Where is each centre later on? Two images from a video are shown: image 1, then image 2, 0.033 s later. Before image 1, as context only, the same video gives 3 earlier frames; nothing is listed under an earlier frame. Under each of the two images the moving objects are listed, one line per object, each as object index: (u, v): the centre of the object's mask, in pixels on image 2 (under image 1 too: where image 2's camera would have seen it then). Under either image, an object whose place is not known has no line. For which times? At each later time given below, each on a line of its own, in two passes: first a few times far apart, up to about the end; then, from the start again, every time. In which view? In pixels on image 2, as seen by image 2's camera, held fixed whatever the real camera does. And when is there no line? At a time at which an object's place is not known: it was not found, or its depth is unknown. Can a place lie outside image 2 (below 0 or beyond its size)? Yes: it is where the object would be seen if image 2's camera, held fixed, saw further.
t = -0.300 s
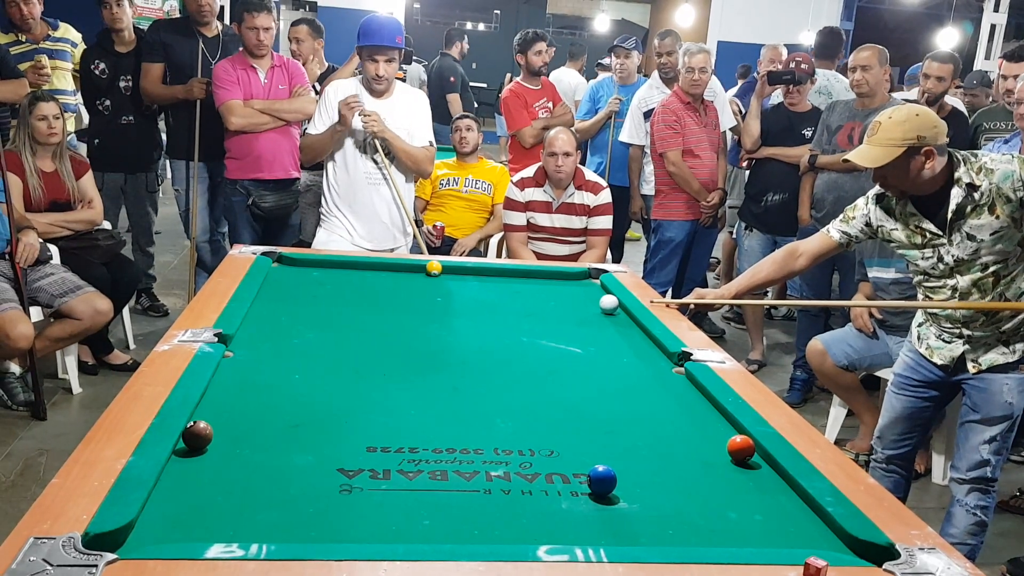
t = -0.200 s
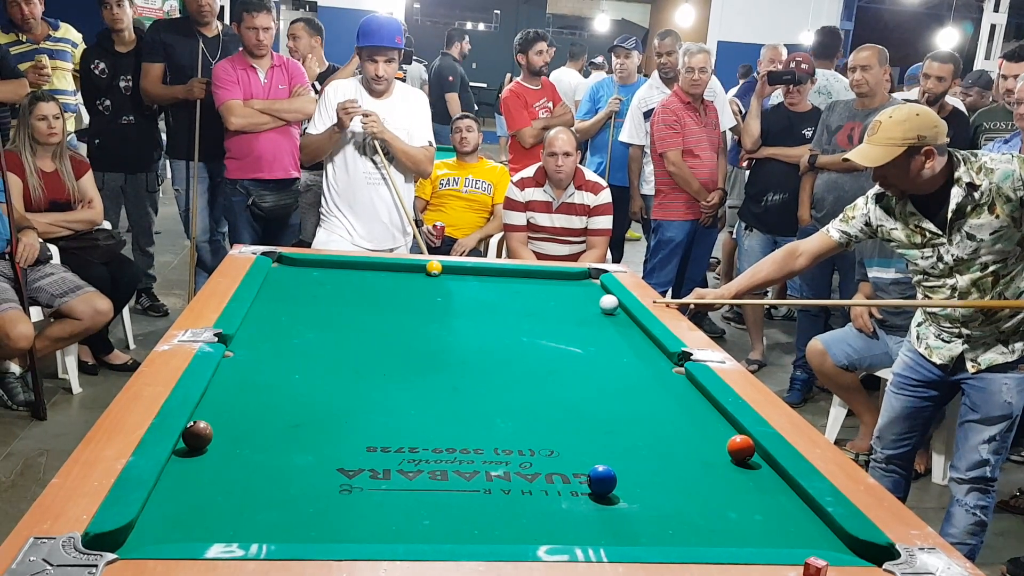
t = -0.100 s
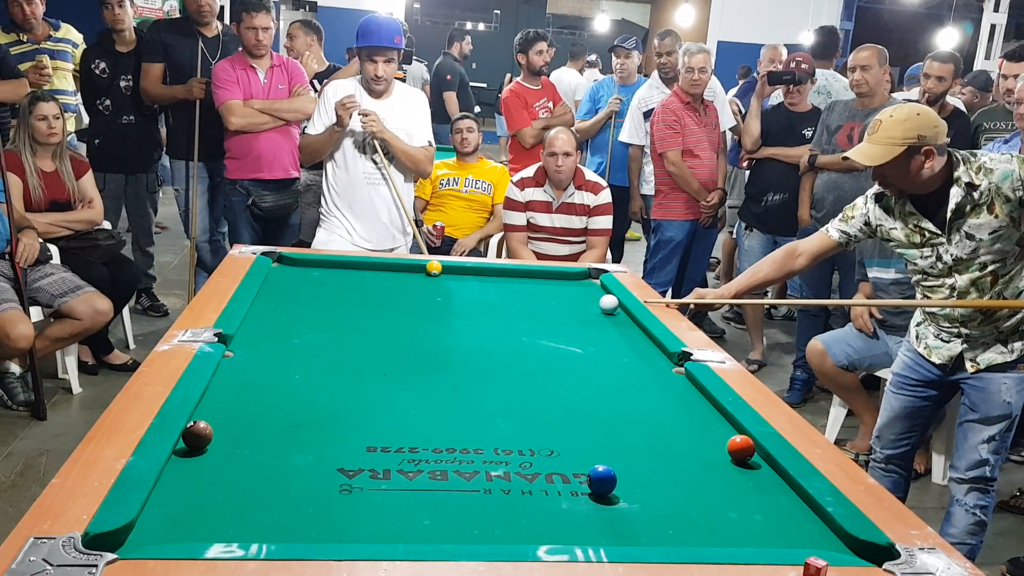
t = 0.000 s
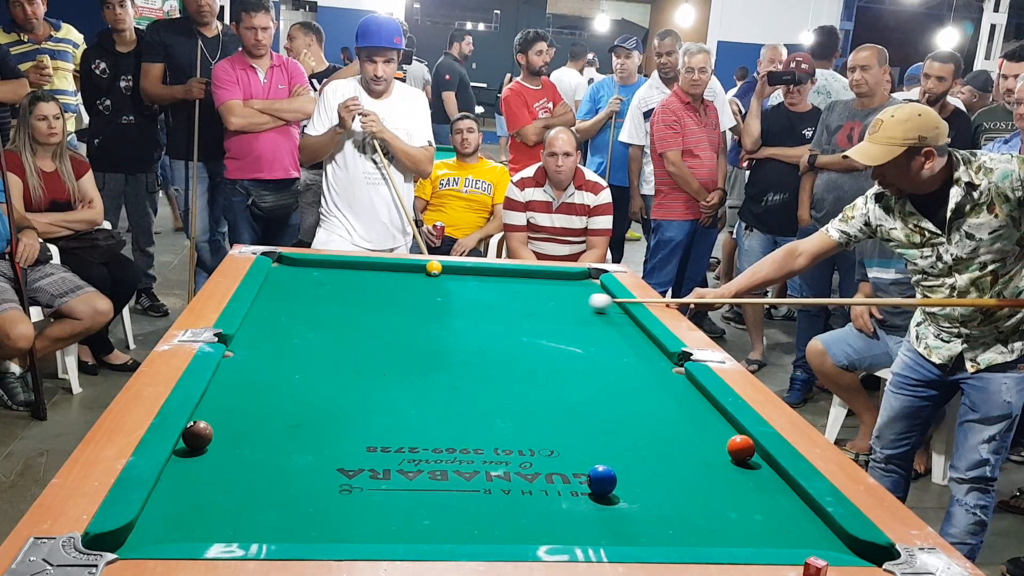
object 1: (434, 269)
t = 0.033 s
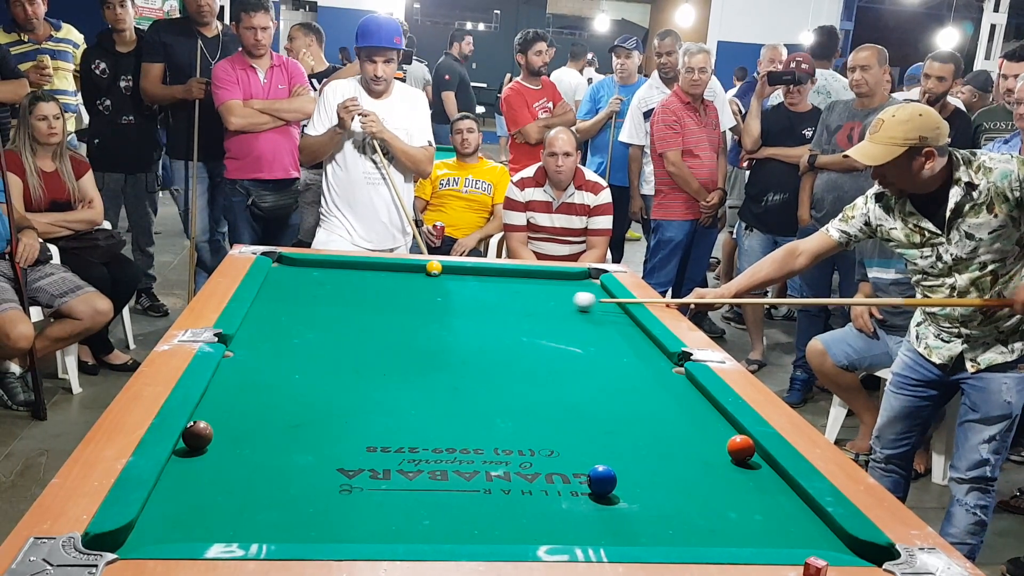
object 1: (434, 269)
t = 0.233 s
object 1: (434, 268)
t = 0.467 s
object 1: (434, 268)
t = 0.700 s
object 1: (434, 268)
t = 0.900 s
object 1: (434, 268)
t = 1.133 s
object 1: (434, 268)
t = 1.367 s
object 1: (434, 268)
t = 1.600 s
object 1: (457, 271)
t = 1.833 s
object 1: (479, 273)
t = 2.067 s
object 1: (499, 276)
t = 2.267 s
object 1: (515, 278)
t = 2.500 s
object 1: (531, 280)
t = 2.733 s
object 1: (546, 282)
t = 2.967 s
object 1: (559, 284)
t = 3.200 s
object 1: (569, 285)
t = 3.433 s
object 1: (577, 286)
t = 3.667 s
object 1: (583, 287)
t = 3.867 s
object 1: (587, 288)
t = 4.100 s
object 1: (589, 288)
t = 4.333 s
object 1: (589, 288)
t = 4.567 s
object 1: (589, 288)
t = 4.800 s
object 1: (589, 288)
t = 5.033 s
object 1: (589, 288)
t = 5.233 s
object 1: (589, 288)
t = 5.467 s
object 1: (589, 288)
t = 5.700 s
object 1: (589, 288)
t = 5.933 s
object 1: (589, 288)
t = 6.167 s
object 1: (589, 287)
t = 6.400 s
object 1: (589, 288)
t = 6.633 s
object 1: (589, 288)
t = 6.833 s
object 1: (589, 288)
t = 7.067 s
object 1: (589, 288)
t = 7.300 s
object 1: (588, 287)
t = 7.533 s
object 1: (588, 287)
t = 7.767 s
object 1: (589, 287)
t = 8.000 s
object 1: (589, 287)
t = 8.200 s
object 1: (588, 288)
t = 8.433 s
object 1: (588, 287)
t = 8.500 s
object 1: (588, 287)
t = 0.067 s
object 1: (434, 268)
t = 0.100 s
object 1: (434, 268)
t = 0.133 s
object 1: (434, 268)
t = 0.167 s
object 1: (434, 268)
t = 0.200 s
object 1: (434, 268)
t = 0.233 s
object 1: (434, 268)
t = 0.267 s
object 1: (434, 268)
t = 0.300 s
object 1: (434, 268)
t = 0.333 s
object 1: (434, 268)
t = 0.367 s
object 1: (434, 268)
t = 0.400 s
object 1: (434, 268)
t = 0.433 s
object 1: (434, 268)
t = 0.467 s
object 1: (434, 268)
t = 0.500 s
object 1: (434, 268)
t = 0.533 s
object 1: (434, 268)
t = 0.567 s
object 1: (434, 268)
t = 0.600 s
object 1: (434, 268)
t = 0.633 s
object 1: (434, 268)
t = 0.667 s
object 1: (434, 268)
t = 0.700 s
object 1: (434, 268)
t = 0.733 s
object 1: (434, 268)
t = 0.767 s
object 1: (434, 268)
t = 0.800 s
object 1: (434, 268)
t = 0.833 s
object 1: (434, 268)
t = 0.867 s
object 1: (434, 268)
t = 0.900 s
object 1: (434, 268)
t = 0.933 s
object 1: (434, 268)
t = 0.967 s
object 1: (434, 268)
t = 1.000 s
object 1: (434, 268)
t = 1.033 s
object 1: (434, 268)
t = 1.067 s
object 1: (434, 268)
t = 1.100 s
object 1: (434, 268)
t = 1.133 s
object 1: (434, 268)
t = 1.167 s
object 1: (434, 268)
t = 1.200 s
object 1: (434, 268)
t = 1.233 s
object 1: (434, 268)
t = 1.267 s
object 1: (434, 268)
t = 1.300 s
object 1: (434, 268)
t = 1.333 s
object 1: (433, 268)
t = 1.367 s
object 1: (434, 268)
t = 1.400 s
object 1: (434, 268)
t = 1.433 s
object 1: (438, 268)
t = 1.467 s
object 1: (443, 269)
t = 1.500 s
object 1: (447, 269)
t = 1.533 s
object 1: (450, 270)
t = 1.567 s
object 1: (454, 270)
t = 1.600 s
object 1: (457, 271)
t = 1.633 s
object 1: (460, 271)
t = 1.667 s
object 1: (464, 271)
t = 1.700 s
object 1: (467, 272)
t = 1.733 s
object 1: (470, 272)
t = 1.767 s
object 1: (473, 273)
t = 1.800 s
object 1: (476, 273)
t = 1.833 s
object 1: (479, 273)
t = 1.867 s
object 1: (482, 274)
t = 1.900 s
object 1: (485, 274)
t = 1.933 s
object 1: (488, 274)
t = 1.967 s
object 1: (491, 275)
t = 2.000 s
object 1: (493, 275)
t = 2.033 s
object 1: (496, 276)
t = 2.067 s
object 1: (499, 276)
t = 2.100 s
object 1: (502, 276)
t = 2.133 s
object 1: (505, 277)
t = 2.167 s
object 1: (507, 277)
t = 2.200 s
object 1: (510, 277)
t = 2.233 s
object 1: (512, 278)
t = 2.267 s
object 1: (515, 278)
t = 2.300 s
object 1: (517, 278)
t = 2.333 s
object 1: (520, 279)
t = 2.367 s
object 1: (522, 279)
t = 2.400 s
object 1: (525, 279)
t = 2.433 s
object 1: (527, 279)
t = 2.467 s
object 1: (529, 280)
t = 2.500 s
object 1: (531, 280)
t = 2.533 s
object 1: (534, 280)
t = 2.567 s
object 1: (536, 281)
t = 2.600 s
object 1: (538, 281)
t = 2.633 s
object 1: (540, 281)
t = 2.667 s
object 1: (542, 282)
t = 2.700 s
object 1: (544, 282)
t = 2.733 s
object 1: (546, 282)
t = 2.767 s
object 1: (548, 282)
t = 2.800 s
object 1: (550, 283)
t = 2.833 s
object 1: (552, 283)
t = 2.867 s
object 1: (554, 283)
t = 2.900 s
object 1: (555, 283)
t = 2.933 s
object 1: (557, 284)
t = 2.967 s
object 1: (559, 284)
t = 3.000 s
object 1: (560, 284)
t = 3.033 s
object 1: (562, 284)
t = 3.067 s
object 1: (564, 284)
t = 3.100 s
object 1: (565, 285)
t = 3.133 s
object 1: (566, 285)
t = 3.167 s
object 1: (568, 285)
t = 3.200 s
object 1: (569, 285)
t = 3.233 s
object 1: (570, 285)
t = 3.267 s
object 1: (572, 285)
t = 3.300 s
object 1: (573, 286)
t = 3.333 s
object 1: (574, 286)
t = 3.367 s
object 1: (575, 286)
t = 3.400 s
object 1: (576, 286)
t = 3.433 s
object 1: (577, 286)
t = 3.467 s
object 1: (578, 287)
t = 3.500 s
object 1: (579, 287)
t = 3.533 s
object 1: (580, 287)
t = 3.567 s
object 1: (581, 287)
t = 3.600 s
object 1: (582, 287)
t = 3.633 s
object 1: (583, 287)
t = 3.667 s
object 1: (583, 287)
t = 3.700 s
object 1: (584, 287)
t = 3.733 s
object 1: (585, 287)
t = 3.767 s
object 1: (585, 287)
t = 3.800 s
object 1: (586, 287)
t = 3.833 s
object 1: (586, 287)
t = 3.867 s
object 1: (587, 288)
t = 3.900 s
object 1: (587, 288)
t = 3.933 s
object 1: (588, 288)
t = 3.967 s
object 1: (588, 288)
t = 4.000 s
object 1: (588, 288)
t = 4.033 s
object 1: (589, 288)
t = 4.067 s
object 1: (589, 288)
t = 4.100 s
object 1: (589, 288)
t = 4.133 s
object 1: (589, 288)
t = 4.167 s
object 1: (589, 288)
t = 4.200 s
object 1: (589, 288)
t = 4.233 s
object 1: (589, 288)
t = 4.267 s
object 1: (589, 288)
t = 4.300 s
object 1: (589, 288)
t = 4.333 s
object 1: (589, 288)
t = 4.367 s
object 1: (589, 288)
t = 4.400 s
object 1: (589, 288)
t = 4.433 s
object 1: (589, 288)
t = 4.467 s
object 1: (589, 288)
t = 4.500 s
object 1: (589, 288)
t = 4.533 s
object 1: (589, 288)
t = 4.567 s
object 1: (589, 288)
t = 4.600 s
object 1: (589, 288)
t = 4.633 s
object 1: (589, 288)
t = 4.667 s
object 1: (589, 288)
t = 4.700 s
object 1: (589, 288)
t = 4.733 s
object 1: (589, 288)
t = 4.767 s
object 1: (589, 288)
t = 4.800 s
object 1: (589, 288)
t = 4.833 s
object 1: (589, 288)
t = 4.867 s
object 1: (589, 288)
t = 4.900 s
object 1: (589, 288)
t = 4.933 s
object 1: (589, 288)
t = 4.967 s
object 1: (589, 288)
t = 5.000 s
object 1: (589, 288)
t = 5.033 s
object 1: (589, 288)
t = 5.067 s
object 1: (589, 288)
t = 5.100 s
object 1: (589, 288)
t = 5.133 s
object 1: (589, 288)
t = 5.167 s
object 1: (589, 288)
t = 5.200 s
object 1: (589, 288)
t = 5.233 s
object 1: (589, 288)
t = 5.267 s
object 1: (589, 288)
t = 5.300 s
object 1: (589, 288)
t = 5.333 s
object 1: (589, 288)
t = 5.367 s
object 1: (589, 288)
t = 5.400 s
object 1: (589, 288)
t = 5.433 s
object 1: (589, 288)
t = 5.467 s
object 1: (589, 288)
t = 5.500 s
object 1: (589, 288)
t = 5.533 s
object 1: (589, 288)
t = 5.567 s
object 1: (589, 288)
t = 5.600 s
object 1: (589, 288)
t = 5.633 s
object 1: (589, 288)
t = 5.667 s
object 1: (589, 288)
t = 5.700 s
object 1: (589, 288)
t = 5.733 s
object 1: (589, 288)
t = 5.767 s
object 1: (589, 288)
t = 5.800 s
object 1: (589, 288)
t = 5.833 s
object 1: (589, 288)
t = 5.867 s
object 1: (589, 288)
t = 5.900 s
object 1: (589, 288)
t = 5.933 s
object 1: (589, 288)
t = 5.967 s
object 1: (589, 288)
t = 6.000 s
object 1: (589, 288)
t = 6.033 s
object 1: (589, 288)
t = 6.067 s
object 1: (589, 288)
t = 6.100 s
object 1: (589, 288)
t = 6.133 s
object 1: (588, 286)
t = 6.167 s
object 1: (589, 287)
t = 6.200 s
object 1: (589, 288)
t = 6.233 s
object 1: (589, 288)
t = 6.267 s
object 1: (589, 288)
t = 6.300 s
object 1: (589, 288)
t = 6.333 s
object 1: (589, 288)
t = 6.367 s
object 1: (589, 288)
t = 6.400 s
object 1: (589, 288)
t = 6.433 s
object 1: (589, 288)
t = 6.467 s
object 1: (589, 288)
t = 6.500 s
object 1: (589, 288)
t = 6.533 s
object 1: (589, 288)
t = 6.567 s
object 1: (589, 288)
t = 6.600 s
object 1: (589, 288)
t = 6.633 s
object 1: (589, 288)
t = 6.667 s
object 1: (589, 288)
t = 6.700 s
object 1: (589, 288)
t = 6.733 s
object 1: (589, 288)
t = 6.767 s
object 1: (589, 288)
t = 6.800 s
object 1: (589, 288)
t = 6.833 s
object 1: (589, 288)
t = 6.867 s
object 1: (589, 288)
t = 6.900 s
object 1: (589, 288)
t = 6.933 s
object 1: (589, 288)
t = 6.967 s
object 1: (589, 288)
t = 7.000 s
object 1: (589, 288)
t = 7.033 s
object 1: (589, 288)
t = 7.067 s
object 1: (589, 288)
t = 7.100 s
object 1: (589, 287)
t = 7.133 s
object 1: (588, 287)
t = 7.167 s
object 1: (588, 287)
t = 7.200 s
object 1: (588, 287)
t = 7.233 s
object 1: (588, 287)
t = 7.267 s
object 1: (588, 287)
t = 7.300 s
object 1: (588, 287)
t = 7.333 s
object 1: (588, 287)
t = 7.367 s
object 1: (588, 287)
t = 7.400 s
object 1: (588, 287)
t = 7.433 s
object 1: (588, 287)
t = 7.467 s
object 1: (588, 287)
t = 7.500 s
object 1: (588, 287)
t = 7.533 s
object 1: (588, 287)
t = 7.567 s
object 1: (588, 287)
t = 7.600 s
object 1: (589, 287)
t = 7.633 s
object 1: (589, 287)
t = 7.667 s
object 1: (589, 287)
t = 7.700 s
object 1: (588, 287)
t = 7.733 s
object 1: (588, 287)
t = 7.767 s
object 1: (589, 287)
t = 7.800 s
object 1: (588, 287)
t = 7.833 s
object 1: (588, 287)
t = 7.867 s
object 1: (588, 288)
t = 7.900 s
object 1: (589, 287)
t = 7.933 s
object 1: (588, 287)
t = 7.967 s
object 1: (588, 288)
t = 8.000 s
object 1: (589, 287)
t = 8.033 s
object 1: (588, 288)
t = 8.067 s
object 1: (588, 288)
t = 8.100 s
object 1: (589, 287)
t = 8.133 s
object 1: (588, 288)
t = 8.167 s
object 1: (588, 288)
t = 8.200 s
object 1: (588, 288)
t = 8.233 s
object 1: (589, 287)
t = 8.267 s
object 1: (588, 287)
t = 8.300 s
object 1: (588, 287)
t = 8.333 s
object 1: (588, 287)
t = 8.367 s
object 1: (588, 287)
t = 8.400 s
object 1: (588, 287)
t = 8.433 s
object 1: (588, 287)
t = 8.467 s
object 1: (588, 287)
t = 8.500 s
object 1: (588, 287)
